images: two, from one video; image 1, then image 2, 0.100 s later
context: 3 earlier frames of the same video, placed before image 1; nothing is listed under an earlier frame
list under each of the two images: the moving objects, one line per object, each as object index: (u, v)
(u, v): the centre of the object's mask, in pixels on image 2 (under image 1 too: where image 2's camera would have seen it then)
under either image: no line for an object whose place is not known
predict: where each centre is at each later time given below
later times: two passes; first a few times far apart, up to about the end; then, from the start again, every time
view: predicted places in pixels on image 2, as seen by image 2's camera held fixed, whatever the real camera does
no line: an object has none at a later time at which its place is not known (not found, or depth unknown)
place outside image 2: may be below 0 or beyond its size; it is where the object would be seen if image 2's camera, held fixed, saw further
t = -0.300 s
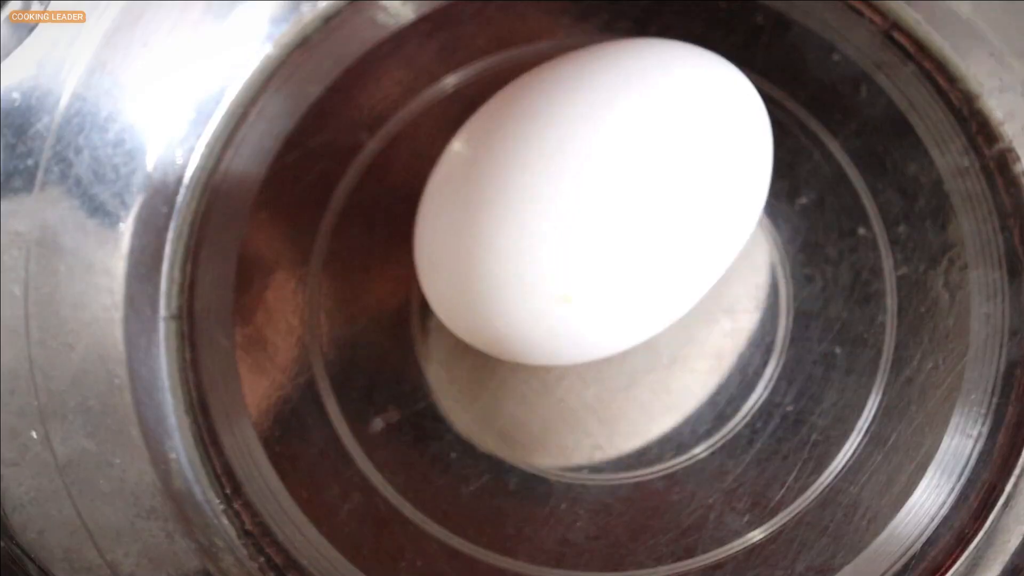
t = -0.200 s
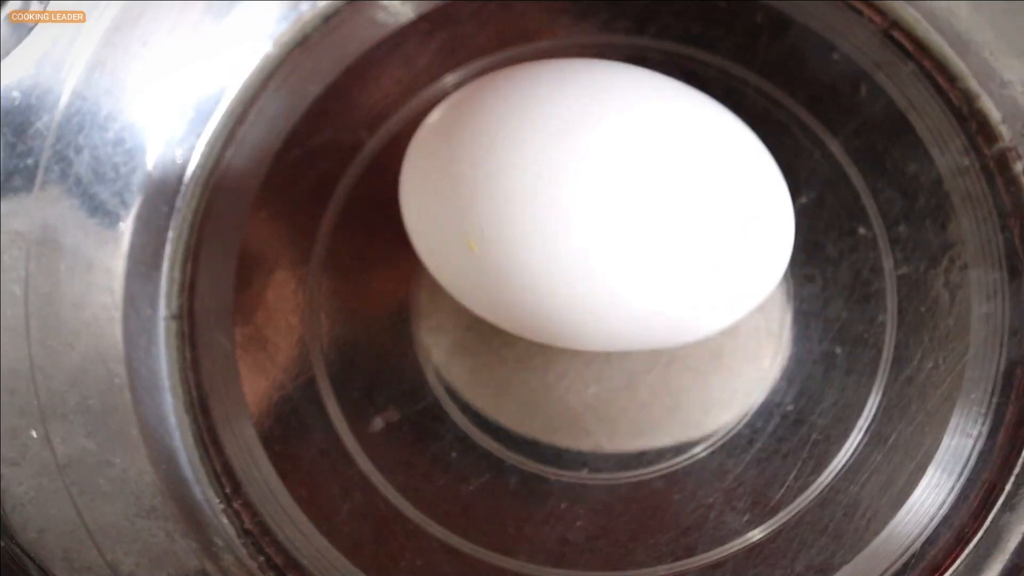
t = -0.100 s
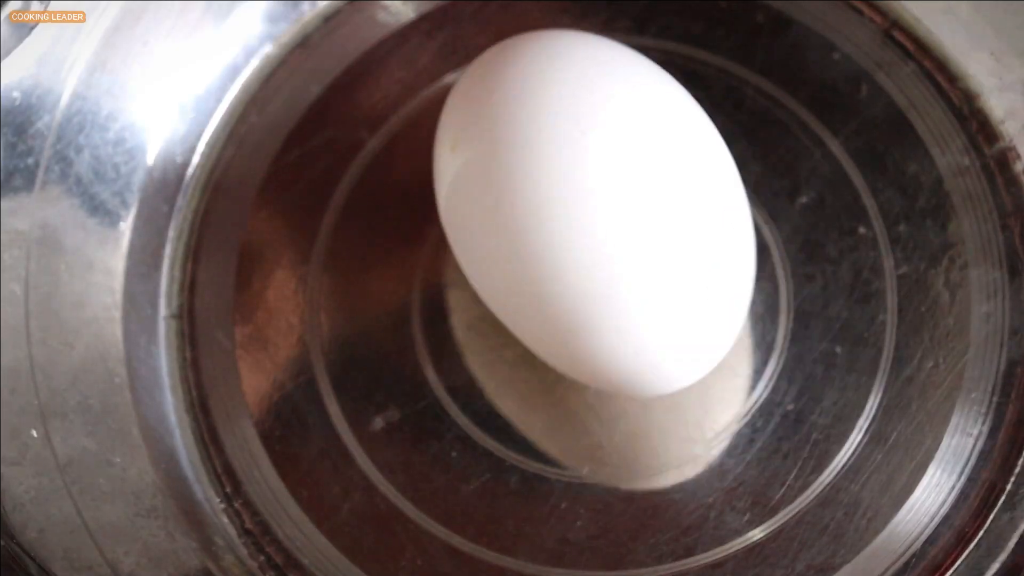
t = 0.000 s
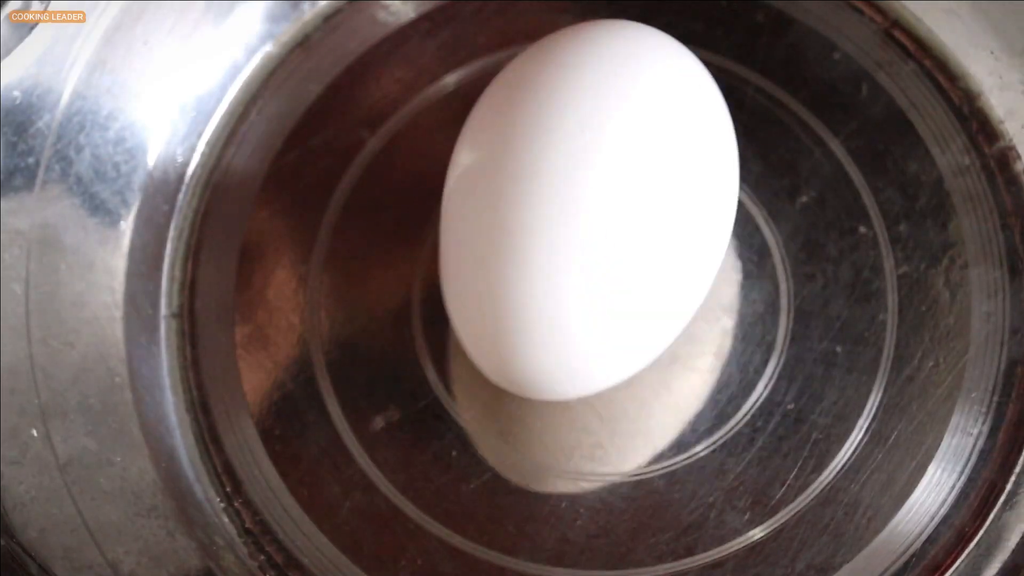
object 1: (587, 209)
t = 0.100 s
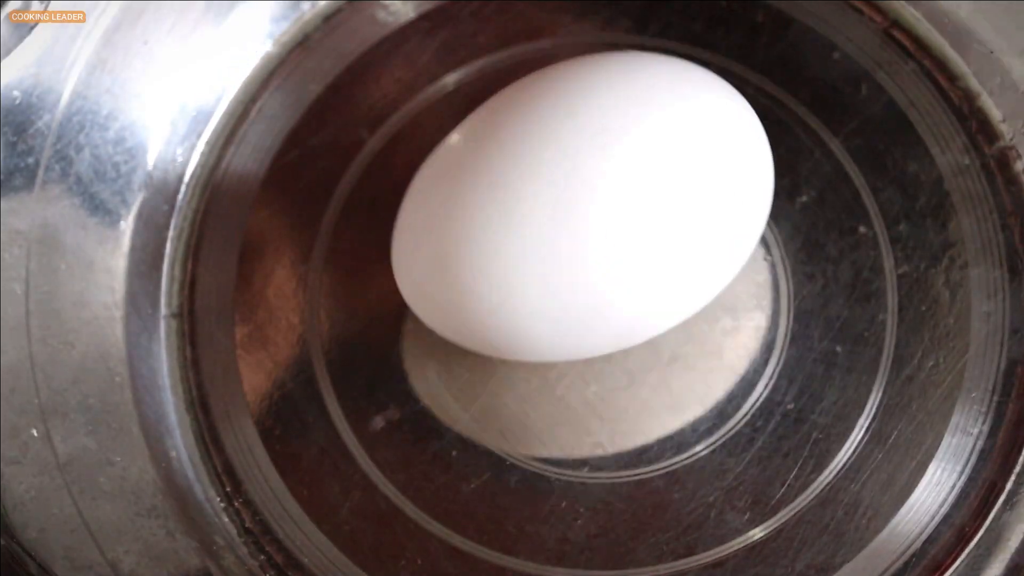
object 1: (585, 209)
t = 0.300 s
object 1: (588, 217)
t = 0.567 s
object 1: (606, 228)
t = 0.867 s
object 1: (608, 233)
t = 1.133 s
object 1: (596, 268)
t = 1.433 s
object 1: (595, 277)
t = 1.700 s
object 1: (561, 306)
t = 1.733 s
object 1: (560, 305)
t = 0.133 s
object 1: (587, 210)
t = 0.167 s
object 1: (588, 212)
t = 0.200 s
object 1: (589, 214)
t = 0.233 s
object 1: (589, 216)
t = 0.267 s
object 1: (588, 217)
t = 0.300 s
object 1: (588, 217)
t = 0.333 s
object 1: (589, 216)
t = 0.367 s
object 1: (590, 216)
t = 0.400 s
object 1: (593, 216)
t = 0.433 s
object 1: (596, 217)
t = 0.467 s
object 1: (599, 218)
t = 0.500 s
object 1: (602, 221)
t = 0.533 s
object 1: (605, 225)
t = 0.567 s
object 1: (606, 228)
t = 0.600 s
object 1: (605, 231)
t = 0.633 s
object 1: (605, 234)
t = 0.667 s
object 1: (603, 236)
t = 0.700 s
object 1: (601, 236)
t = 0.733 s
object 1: (600, 235)
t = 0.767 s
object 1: (601, 234)
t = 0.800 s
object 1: (602, 233)
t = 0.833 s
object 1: (605, 233)
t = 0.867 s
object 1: (608, 233)
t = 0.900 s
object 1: (611, 235)
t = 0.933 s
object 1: (611, 238)
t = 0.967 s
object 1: (611, 242)
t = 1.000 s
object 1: (610, 247)
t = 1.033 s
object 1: (607, 253)
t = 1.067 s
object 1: (604, 259)
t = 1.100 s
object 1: (601, 264)
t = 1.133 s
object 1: (596, 268)
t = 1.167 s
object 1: (592, 269)
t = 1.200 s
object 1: (589, 269)
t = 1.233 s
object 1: (587, 267)
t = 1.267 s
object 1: (587, 265)
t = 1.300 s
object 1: (587, 265)
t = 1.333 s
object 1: (588, 266)
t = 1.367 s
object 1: (591, 269)
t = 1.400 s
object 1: (594, 272)
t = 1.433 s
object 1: (595, 277)
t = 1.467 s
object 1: (594, 283)
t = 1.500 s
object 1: (591, 289)
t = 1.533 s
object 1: (584, 293)
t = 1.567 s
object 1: (577, 296)
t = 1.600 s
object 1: (572, 301)
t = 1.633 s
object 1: (567, 304)
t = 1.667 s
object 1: (563, 306)
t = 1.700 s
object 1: (561, 306)
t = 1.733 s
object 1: (560, 305)
